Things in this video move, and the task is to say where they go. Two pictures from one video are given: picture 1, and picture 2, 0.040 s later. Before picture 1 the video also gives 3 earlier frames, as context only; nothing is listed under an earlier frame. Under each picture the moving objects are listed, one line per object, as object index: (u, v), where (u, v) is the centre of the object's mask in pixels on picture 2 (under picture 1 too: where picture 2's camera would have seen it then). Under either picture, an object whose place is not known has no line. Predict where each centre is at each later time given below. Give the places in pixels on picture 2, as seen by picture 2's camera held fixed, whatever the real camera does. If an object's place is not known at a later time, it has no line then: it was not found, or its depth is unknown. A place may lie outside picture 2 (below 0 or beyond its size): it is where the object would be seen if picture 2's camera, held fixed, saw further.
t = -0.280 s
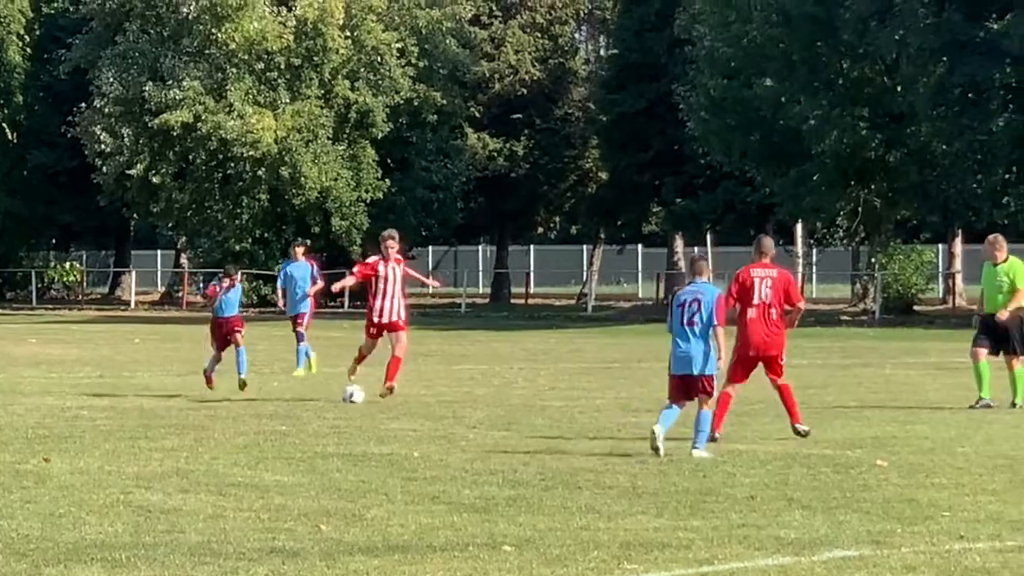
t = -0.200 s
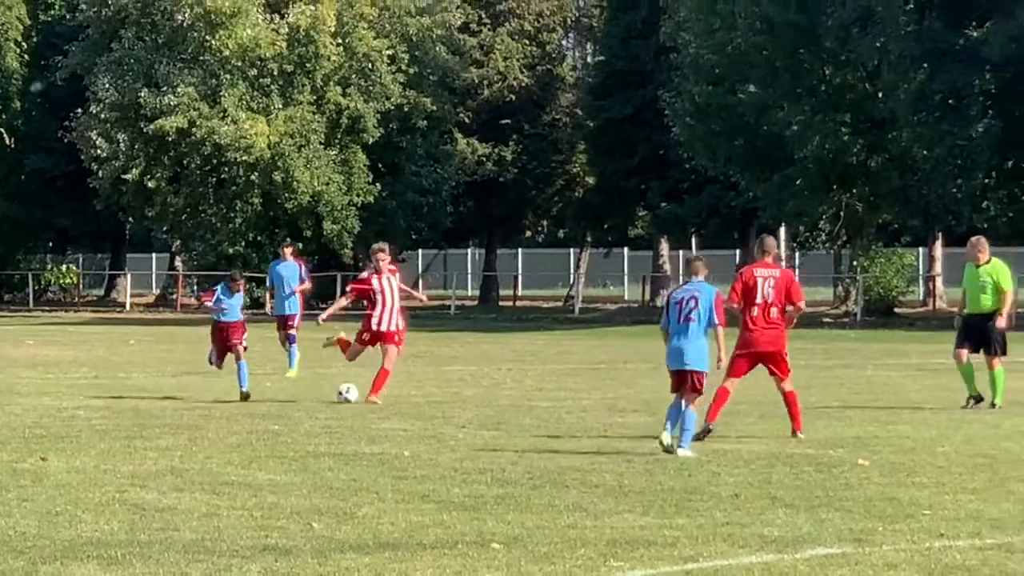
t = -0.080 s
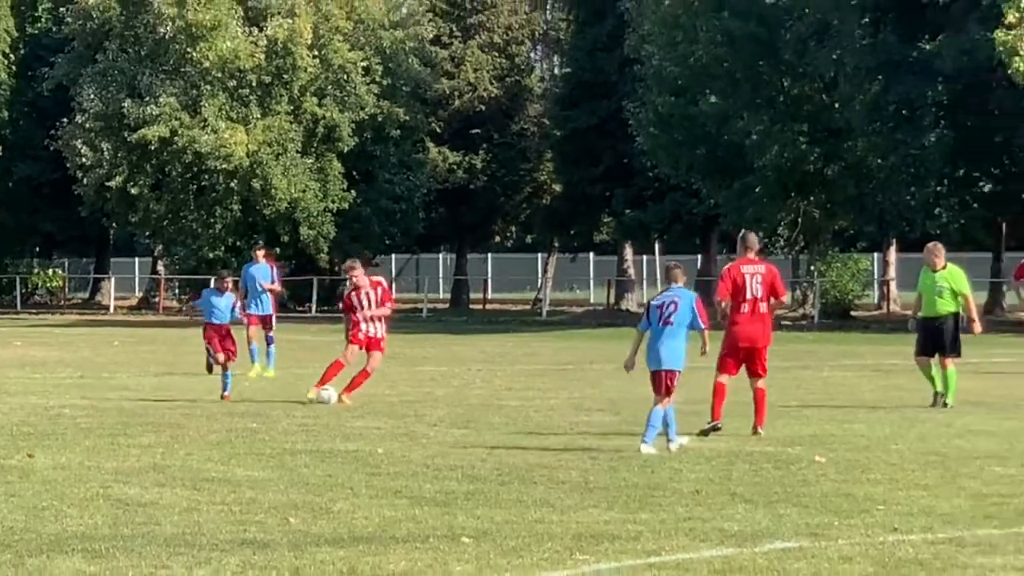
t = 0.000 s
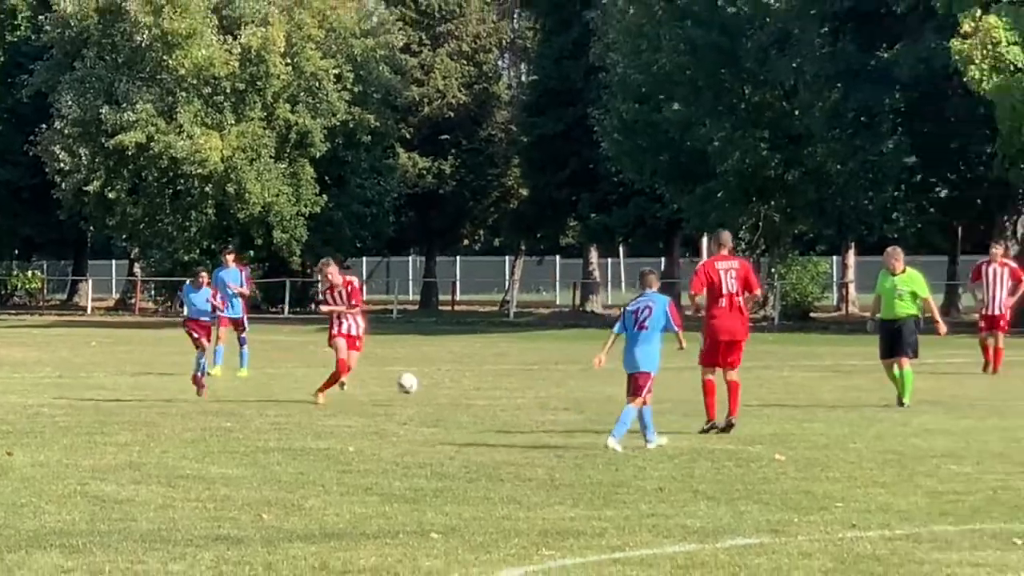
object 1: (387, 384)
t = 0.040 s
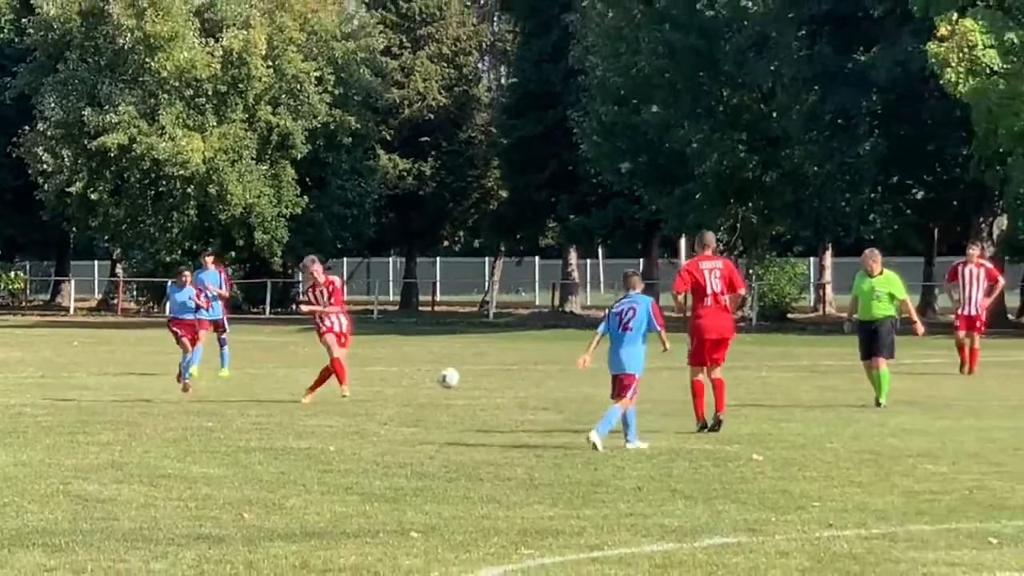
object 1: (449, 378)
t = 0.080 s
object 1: (511, 373)
